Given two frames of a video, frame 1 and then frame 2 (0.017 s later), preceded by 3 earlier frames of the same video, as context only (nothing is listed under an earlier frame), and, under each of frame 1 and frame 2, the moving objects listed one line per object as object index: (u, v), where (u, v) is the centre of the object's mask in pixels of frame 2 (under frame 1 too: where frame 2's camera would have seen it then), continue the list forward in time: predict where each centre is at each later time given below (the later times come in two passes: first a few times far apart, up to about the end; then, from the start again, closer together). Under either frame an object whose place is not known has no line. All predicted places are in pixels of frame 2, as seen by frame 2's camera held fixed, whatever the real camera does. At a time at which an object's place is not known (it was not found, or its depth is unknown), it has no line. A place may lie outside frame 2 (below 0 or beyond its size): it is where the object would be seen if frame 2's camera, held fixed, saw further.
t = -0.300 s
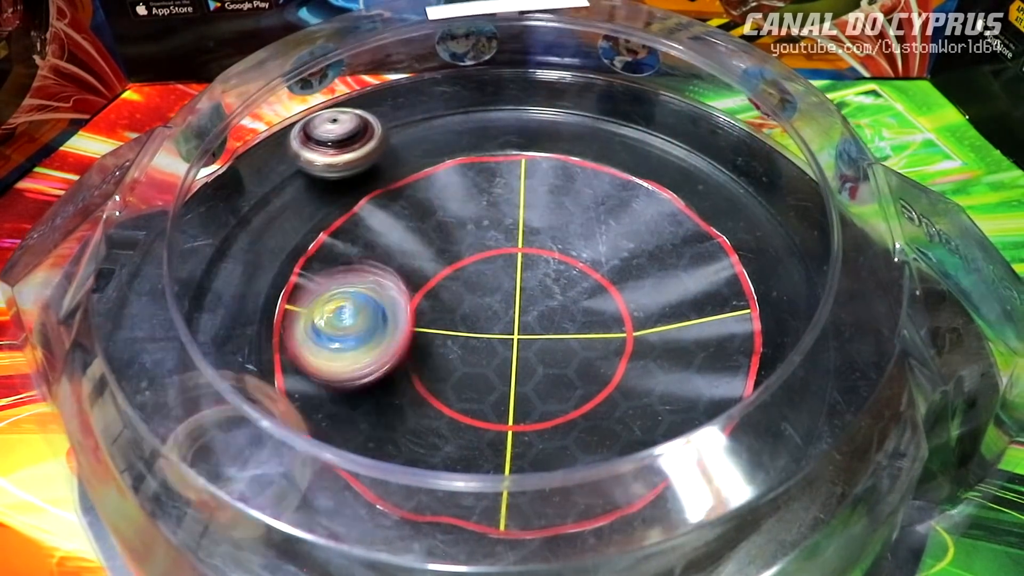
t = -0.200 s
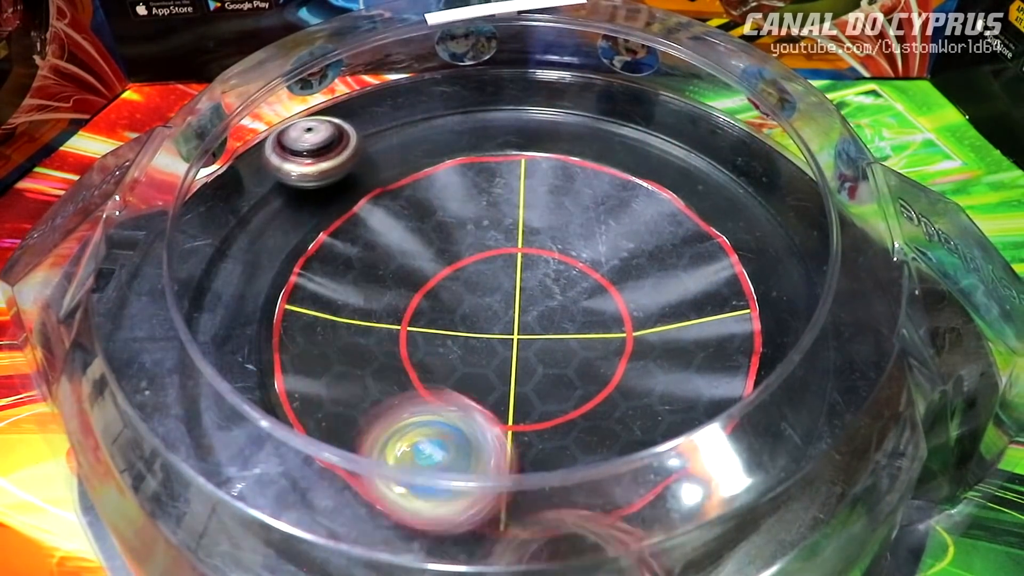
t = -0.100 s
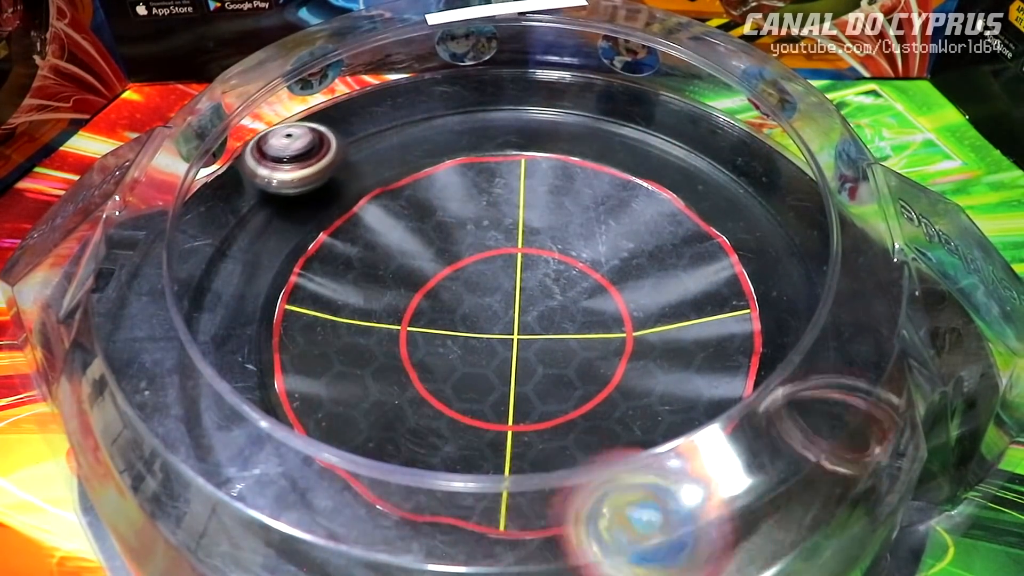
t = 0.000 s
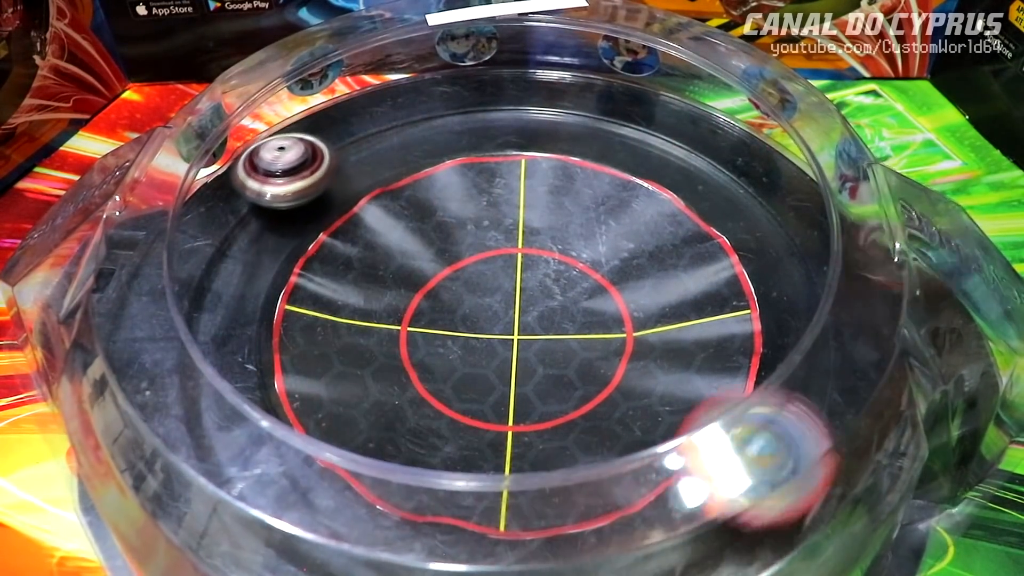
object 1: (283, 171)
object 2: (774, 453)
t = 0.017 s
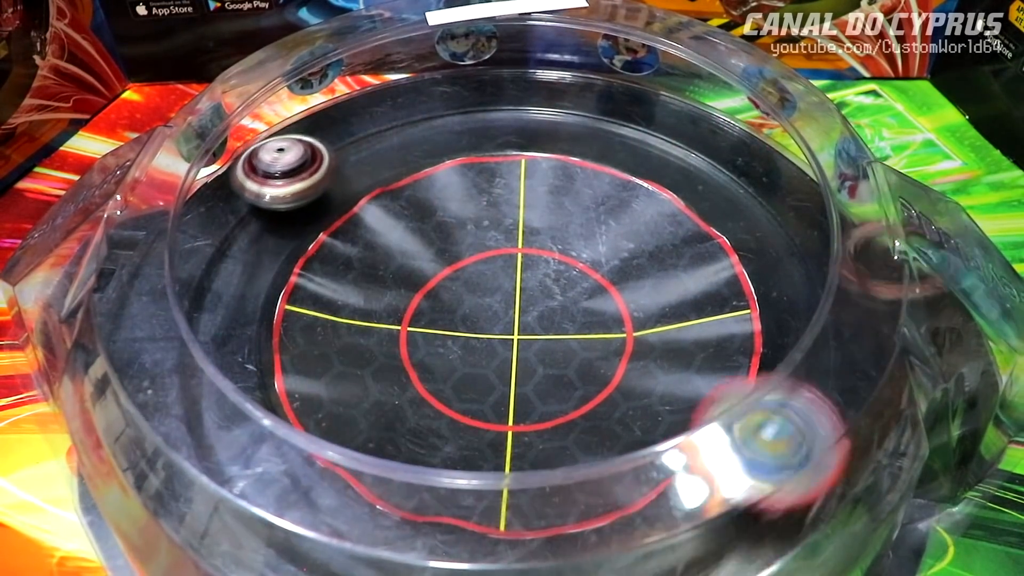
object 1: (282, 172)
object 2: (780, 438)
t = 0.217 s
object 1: (281, 199)
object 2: (809, 344)
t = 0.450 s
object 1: (308, 236)
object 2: (815, 298)
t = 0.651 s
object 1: (416, 340)
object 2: (769, 276)
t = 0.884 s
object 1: (587, 304)
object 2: (577, 202)
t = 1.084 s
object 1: (547, 204)
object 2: (289, 288)
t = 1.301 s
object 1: (424, 221)
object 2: (308, 524)
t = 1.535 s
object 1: (407, 359)
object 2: (717, 508)
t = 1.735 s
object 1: (589, 393)
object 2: (756, 390)
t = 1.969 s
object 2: (710, 253)
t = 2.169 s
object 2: (528, 175)
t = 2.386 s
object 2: (334, 290)
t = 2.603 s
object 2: (529, 428)
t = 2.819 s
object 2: (686, 247)
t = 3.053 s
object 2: (465, 134)
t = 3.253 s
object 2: (290, 278)
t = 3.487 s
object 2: (544, 464)
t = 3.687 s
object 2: (581, 312)
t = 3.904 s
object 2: (408, 222)
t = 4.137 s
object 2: (325, 339)
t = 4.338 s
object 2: (535, 377)
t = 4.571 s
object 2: (574, 200)
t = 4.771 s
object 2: (420, 173)
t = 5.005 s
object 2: (386, 331)
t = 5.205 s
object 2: (518, 358)
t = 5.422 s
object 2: (527, 235)
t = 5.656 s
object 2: (401, 243)
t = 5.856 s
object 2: (478, 352)
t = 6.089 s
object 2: (619, 262)
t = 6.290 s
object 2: (532, 211)
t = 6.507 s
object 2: (442, 324)
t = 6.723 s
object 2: (484, 414)
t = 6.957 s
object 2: (569, 360)
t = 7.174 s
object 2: (536, 355)
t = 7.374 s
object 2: (458, 351)
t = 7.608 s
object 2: (447, 357)
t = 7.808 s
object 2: (553, 324)
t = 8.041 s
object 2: (613, 232)
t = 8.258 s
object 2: (634, 167)
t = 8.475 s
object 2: (580, 190)
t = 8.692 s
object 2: (517, 165)
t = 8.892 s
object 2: (460, 224)
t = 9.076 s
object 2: (435, 304)
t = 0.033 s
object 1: (282, 174)
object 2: (788, 429)
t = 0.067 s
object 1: (281, 177)
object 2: (805, 416)
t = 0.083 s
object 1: (280, 179)
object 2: (815, 410)
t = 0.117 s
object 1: (280, 183)
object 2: (809, 387)
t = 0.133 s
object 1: (279, 186)
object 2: (806, 375)
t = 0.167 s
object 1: (280, 191)
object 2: (804, 359)
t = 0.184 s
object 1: (280, 194)
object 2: (805, 353)
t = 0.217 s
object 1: (281, 199)
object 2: (809, 344)
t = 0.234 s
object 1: (281, 202)
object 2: (811, 341)
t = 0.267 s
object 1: (283, 208)
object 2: (817, 337)
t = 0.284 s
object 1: (284, 210)
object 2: (820, 335)
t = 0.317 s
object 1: (285, 215)
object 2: (825, 332)
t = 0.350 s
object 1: (287, 219)
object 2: (827, 326)
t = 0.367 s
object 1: (289, 221)
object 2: (825, 320)
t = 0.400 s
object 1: (294, 223)
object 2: (821, 309)
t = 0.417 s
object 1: (298, 227)
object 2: (819, 305)
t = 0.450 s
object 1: (308, 236)
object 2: (815, 298)
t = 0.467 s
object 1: (314, 242)
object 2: (814, 296)
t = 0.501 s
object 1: (327, 257)
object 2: (809, 291)
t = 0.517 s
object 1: (334, 266)
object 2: (807, 289)
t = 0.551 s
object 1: (351, 284)
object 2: (800, 285)
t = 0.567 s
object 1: (359, 293)
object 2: (796, 284)
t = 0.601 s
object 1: (379, 312)
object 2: (787, 281)
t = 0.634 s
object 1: (403, 332)
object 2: (772, 278)
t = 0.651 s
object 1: (416, 340)
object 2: (769, 276)
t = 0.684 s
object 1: (447, 352)
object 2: (759, 273)
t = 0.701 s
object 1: (461, 354)
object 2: (753, 271)
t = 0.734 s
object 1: (494, 353)
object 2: (736, 265)
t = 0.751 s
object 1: (508, 351)
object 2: (724, 260)
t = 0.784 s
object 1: (534, 344)
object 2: (699, 249)
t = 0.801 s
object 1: (546, 340)
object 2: (682, 241)
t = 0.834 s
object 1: (567, 329)
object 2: (648, 225)
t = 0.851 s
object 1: (575, 320)
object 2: (625, 217)
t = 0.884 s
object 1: (587, 304)
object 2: (577, 202)
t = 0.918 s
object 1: (593, 287)
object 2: (526, 199)
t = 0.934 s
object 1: (594, 279)
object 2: (497, 198)
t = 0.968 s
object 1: (592, 260)
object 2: (447, 207)
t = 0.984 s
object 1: (588, 249)
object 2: (420, 212)
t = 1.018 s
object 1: (577, 232)
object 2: (372, 230)
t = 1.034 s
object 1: (571, 224)
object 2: (348, 241)
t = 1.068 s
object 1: (556, 210)
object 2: (306, 271)
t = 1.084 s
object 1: (547, 204)
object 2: (289, 288)
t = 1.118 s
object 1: (528, 196)
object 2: (263, 328)
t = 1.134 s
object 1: (517, 195)
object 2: (254, 350)
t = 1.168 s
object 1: (499, 193)
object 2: (243, 402)
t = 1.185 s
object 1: (488, 195)
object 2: (239, 424)
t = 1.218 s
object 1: (469, 199)
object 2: (227, 469)
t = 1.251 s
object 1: (451, 206)
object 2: (251, 491)
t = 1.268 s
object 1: (442, 210)
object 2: (265, 507)
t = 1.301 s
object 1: (424, 221)
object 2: (308, 524)
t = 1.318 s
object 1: (415, 228)
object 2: (332, 528)
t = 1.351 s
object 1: (403, 242)
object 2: (392, 536)
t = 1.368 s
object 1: (397, 251)
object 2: (423, 539)
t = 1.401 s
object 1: (389, 269)
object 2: (495, 542)
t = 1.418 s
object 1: (386, 279)
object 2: (529, 541)
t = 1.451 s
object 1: (383, 302)
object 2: (592, 536)
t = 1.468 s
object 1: (385, 315)
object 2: (620, 534)
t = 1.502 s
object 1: (392, 338)
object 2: (671, 529)
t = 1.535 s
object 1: (407, 359)
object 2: (717, 508)
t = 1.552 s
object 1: (417, 369)
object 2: (734, 499)
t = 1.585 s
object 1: (442, 387)
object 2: (771, 479)
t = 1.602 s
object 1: (457, 394)
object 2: (778, 465)
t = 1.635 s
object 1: (489, 403)
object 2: (780, 445)
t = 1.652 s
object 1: (506, 405)
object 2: (777, 435)
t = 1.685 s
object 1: (541, 404)
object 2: (768, 416)
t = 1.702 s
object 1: (558, 401)
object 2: (765, 408)
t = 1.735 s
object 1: (589, 393)
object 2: (756, 390)
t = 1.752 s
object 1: (604, 386)
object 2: (750, 381)
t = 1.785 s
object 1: (621, 371)
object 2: (744, 361)
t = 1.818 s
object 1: (625, 350)
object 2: (746, 346)
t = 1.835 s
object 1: (627, 338)
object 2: (745, 342)
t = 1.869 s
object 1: (626, 317)
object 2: (740, 320)
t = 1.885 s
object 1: (622, 306)
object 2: (739, 314)
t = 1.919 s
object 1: (614, 291)
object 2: (728, 288)
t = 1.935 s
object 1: (609, 285)
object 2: (723, 278)
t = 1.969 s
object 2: (710, 253)
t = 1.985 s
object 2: (701, 243)
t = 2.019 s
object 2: (680, 219)
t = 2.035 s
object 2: (669, 209)
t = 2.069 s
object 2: (639, 192)
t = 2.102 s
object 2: (603, 181)
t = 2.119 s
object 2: (583, 178)
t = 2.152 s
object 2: (546, 174)
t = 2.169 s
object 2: (528, 175)
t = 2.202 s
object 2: (487, 182)
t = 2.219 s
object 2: (465, 190)
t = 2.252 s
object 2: (430, 211)
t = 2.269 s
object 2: (415, 222)
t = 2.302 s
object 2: (385, 243)
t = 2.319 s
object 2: (372, 248)
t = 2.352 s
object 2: (349, 265)
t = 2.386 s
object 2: (334, 290)
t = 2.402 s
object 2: (330, 304)
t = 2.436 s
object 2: (333, 338)
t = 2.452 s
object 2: (340, 354)
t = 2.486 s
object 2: (360, 388)
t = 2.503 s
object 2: (381, 400)
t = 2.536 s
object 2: (423, 419)
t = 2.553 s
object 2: (447, 424)
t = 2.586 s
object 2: (502, 429)
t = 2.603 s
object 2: (529, 428)
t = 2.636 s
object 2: (578, 419)
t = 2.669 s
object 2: (614, 399)
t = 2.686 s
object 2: (633, 389)
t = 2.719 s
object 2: (664, 353)
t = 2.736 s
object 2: (675, 335)
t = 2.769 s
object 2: (690, 299)
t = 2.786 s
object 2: (689, 282)
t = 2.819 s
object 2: (686, 247)
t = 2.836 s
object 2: (680, 231)
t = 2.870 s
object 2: (662, 199)
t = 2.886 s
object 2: (649, 187)
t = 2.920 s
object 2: (619, 164)
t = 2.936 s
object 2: (603, 157)
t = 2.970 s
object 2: (569, 141)
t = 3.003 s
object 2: (528, 133)
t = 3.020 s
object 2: (507, 132)
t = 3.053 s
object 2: (465, 134)
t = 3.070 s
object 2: (444, 138)
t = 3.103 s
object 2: (403, 150)
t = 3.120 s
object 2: (384, 158)
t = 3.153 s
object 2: (350, 181)
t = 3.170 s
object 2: (335, 194)
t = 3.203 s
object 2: (310, 224)
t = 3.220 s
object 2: (301, 241)
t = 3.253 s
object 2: (290, 278)
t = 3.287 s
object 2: (292, 318)
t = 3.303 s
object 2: (298, 338)
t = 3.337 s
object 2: (319, 376)
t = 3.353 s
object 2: (336, 390)
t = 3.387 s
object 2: (374, 425)
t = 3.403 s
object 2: (397, 438)
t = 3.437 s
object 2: (452, 457)
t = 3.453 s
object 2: (483, 462)
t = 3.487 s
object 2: (544, 464)
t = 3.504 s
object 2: (573, 461)
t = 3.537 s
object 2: (619, 439)
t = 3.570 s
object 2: (614, 409)
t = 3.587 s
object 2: (608, 402)
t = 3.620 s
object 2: (595, 374)
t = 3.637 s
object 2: (591, 357)
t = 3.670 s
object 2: (585, 327)
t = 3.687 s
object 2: (581, 312)
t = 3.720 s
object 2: (571, 285)
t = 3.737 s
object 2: (562, 273)
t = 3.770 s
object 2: (536, 252)
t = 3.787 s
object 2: (522, 242)
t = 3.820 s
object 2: (490, 229)
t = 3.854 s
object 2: (457, 221)
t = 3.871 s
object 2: (441, 221)
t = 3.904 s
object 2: (408, 222)
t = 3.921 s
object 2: (392, 225)
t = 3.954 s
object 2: (364, 232)
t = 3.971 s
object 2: (352, 238)
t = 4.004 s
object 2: (332, 252)
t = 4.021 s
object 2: (323, 260)
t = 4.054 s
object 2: (313, 281)
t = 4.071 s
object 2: (310, 292)
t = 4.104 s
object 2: (312, 316)
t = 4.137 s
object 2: (325, 339)
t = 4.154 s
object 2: (335, 350)
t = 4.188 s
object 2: (358, 370)
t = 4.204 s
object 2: (377, 379)
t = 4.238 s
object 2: (413, 390)
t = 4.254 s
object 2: (435, 394)
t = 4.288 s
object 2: (476, 394)
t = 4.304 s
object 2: (497, 391)
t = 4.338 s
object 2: (535, 377)
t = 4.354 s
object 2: (554, 368)
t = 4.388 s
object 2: (582, 345)
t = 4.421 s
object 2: (600, 318)
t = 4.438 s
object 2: (606, 303)
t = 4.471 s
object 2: (609, 274)
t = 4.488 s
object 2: (606, 259)
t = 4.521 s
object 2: (597, 232)
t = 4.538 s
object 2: (590, 220)
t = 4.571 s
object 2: (574, 200)
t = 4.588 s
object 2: (562, 191)
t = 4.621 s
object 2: (539, 175)
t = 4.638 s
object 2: (527, 170)
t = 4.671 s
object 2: (500, 162)
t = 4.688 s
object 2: (487, 160)
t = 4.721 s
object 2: (458, 161)
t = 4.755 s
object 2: (434, 167)
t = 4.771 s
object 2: (420, 173)
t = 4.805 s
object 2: (398, 187)
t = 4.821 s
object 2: (388, 196)
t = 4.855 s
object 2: (373, 217)
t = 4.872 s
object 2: (367, 230)
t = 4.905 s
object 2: (363, 257)
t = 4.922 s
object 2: (363, 272)
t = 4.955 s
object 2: (368, 301)
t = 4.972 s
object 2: (376, 316)
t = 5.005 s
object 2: (386, 331)
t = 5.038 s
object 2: (393, 342)
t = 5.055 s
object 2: (400, 347)
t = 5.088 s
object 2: (418, 356)
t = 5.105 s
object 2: (429, 361)
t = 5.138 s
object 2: (457, 367)
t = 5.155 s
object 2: (474, 368)
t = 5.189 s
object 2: (504, 364)
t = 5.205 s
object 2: (518, 358)
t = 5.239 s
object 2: (537, 344)
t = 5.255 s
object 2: (544, 336)
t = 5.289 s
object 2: (555, 316)
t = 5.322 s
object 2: (558, 295)
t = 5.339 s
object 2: (557, 282)
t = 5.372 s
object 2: (550, 261)
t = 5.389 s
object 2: (543, 251)
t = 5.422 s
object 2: (527, 235)
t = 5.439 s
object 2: (517, 226)
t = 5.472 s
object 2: (496, 216)
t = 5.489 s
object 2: (485, 212)
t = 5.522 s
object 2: (465, 211)
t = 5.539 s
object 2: (457, 211)
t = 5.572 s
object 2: (438, 215)
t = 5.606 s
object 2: (419, 222)
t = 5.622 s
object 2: (412, 229)
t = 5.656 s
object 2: (401, 243)
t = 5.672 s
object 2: (398, 251)
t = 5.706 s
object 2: (396, 272)
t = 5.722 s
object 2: (397, 282)
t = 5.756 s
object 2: (405, 303)
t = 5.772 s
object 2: (413, 314)
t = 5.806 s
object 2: (433, 334)
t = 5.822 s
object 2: (447, 342)
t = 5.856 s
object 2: (478, 352)
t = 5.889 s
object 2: (510, 355)
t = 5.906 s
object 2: (525, 354)
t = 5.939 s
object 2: (556, 346)
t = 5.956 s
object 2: (569, 339)
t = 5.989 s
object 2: (592, 323)
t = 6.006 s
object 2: (602, 313)
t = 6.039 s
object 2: (614, 293)
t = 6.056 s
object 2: (618, 282)
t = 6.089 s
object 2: (619, 262)
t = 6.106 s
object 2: (618, 252)
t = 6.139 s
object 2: (611, 236)
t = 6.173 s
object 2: (599, 224)
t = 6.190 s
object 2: (592, 219)
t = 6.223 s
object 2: (574, 211)
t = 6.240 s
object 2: (564, 209)
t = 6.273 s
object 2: (542, 209)
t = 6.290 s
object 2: (532, 211)
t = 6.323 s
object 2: (509, 215)
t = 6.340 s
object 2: (498, 222)
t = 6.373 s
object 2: (477, 236)
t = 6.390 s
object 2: (467, 245)
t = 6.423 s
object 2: (452, 265)
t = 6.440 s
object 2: (445, 276)
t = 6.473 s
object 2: (440, 301)
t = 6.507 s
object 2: (442, 324)
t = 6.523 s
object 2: (446, 335)
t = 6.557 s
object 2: (457, 356)
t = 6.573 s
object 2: (452, 363)
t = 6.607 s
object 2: (446, 376)
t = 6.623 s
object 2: (446, 382)
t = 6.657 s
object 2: (454, 394)
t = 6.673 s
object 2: (461, 400)
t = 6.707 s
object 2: (474, 411)
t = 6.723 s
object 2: (484, 414)
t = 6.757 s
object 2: (502, 418)
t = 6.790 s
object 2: (522, 417)
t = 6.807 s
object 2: (530, 415)
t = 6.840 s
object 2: (547, 406)
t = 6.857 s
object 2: (553, 401)
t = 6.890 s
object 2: (563, 388)
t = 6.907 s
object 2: (566, 380)
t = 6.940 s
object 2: (569, 363)
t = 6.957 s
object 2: (569, 360)
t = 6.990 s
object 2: (572, 368)
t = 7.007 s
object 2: (572, 370)
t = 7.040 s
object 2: (570, 369)
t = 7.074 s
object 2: (565, 367)
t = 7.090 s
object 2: (563, 364)
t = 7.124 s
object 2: (553, 361)
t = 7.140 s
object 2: (548, 358)
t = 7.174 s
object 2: (536, 355)
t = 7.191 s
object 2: (530, 353)
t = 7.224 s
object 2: (516, 351)
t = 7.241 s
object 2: (510, 350)
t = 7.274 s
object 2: (495, 349)
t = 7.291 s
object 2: (489, 349)
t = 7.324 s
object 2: (475, 350)
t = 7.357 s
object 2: (463, 350)
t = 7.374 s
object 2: (458, 351)
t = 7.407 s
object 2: (449, 353)
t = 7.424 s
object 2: (445, 354)
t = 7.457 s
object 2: (440, 356)
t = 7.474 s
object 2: (437, 358)
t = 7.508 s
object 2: (436, 359)
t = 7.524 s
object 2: (435, 360)
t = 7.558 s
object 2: (438, 359)
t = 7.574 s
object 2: (439, 358)
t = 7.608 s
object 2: (447, 357)
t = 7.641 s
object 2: (465, 358)
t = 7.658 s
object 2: (472, 357)
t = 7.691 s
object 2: (488, 352)
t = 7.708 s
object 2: (496, 349)
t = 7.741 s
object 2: (510, 340)
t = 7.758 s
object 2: (522, 337)
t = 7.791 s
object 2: (544, 330)
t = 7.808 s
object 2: (553, 324)
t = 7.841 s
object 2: (566, 316)
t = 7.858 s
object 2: (574, 310)
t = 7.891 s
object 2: (584, 298)
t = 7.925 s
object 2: (592, 283)
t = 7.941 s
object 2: (594, 277)
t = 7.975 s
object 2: (598, 263)
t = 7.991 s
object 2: (597, 257)
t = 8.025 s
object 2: (607, 241)
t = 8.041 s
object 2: (613, 232)
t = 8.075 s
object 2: (627, 219)
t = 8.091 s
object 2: (629, 211)
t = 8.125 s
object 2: (634, 199)
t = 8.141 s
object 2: (636, 194)
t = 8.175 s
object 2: (639, 184)
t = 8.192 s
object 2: (639, 180)
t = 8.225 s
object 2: (637, 172)
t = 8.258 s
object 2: (634, 167)
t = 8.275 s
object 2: (632, 164)
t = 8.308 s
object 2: (625, 162)
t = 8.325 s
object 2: (620, 163)
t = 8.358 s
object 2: (612, 167)
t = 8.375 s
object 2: (607, 169)
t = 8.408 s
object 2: (596, 176)
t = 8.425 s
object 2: (591, 181)
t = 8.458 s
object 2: (581, 190)
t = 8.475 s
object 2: (580, 190)
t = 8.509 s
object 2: (572, 184)
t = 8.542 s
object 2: (565, 175)
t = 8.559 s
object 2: (560, 170)
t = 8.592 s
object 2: (551, 165)
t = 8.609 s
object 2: (546, 164)
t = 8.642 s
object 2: (533, 161)
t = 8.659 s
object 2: (528, 162)
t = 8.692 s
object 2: (517, 165)
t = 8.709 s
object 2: (510, 167)
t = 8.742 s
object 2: (499, 175)
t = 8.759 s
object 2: (494, 178)
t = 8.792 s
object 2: (484, 190)
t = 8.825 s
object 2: (474, 200)
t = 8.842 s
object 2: (470, 204)
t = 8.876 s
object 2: (463, 218)
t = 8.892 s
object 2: (460, 224)
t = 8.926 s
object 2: (452, 238)
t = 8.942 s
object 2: (449, 245)
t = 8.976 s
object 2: (443, 263)
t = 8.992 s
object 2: (442, 274)
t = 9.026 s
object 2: (443, 291)
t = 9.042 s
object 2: (444, 296)
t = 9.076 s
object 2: (435, 304)
